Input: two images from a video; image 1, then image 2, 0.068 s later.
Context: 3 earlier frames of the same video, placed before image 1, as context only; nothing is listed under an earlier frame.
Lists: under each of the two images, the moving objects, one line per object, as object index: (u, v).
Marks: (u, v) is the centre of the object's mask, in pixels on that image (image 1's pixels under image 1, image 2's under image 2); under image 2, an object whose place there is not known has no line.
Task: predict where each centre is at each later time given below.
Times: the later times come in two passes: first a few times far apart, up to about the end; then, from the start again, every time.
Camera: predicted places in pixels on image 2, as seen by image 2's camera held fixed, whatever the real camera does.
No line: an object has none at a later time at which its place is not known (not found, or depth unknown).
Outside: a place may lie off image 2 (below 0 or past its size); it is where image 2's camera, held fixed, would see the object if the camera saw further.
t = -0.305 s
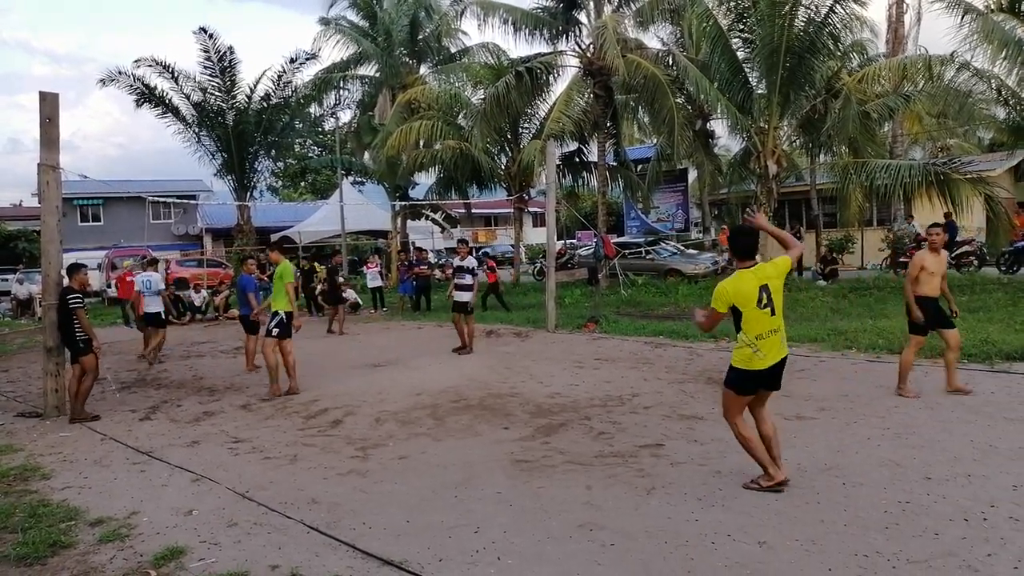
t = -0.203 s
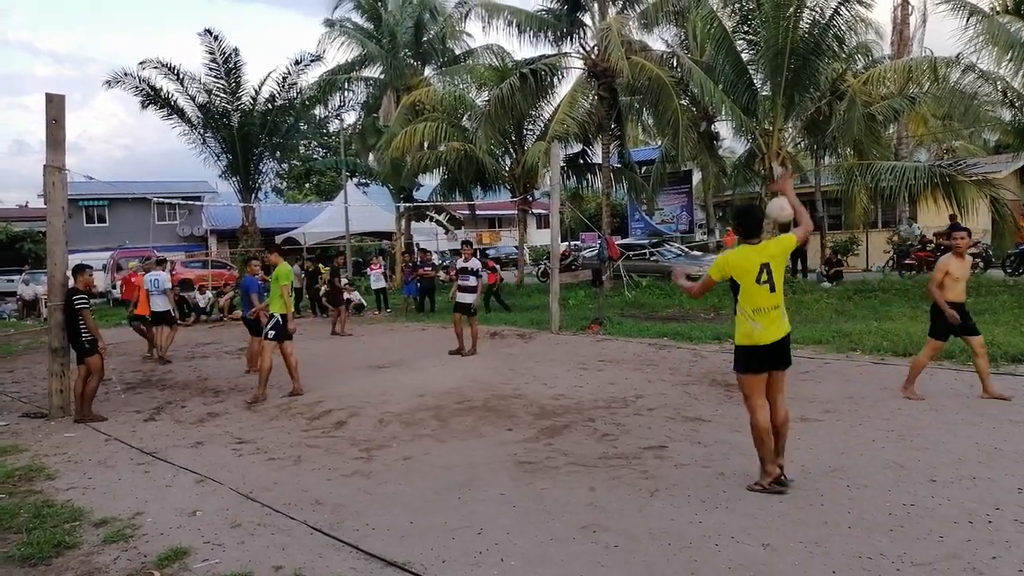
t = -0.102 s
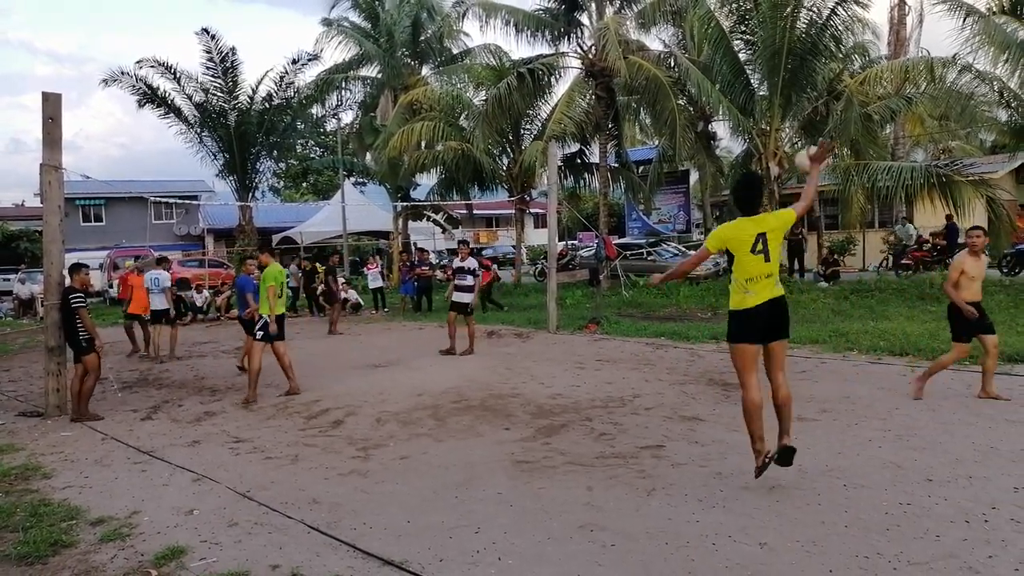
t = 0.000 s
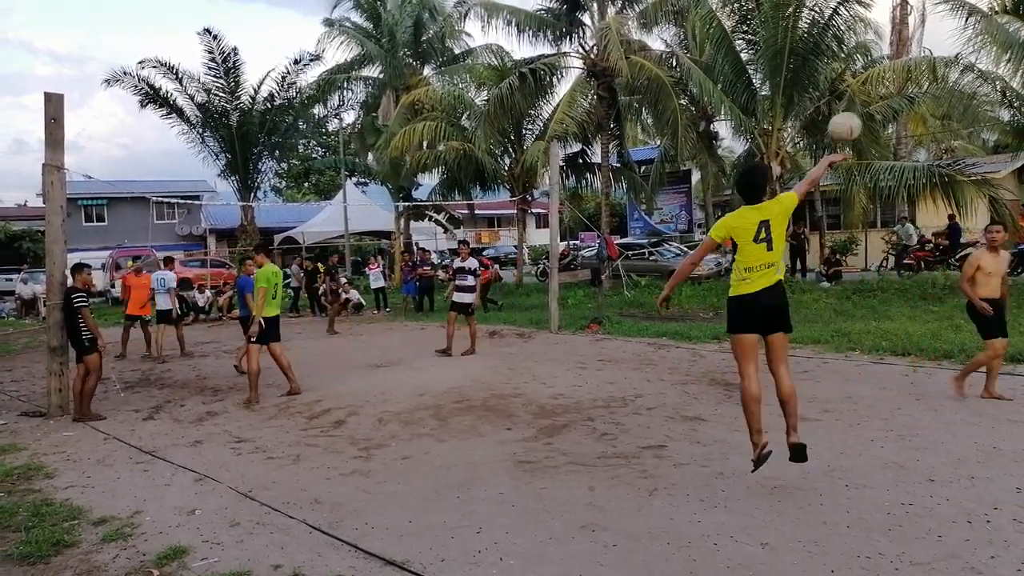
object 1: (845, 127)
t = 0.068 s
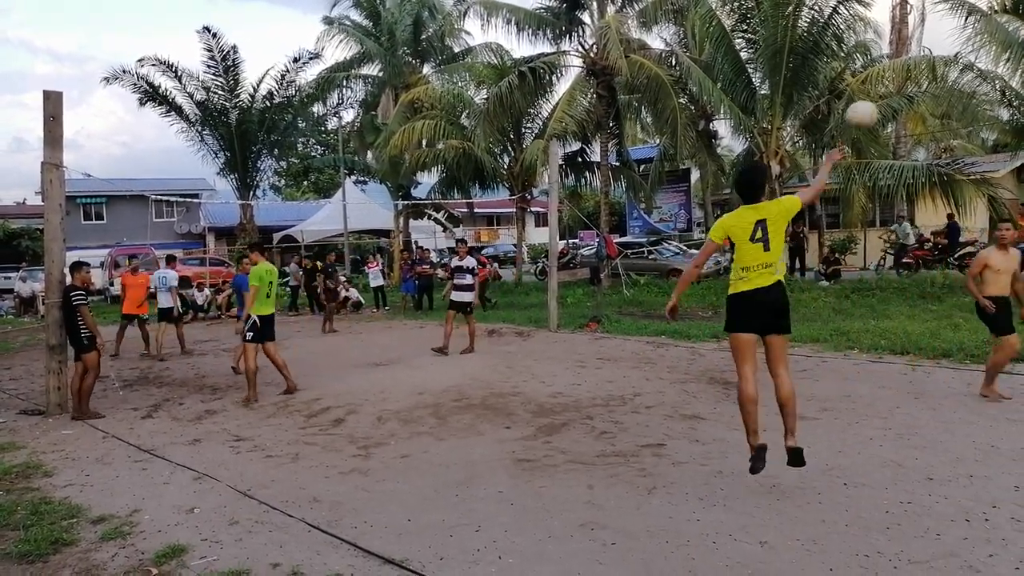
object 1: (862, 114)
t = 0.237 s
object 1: (904, 115)
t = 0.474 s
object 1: (958, 178)
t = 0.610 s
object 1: (987, 240)
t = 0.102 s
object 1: (871, 112)
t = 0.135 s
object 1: (879, 111)
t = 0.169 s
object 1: (888, 112)
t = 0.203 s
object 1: (895, 113)
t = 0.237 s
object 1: (904, 115)
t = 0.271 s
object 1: (912, 121)
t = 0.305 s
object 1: (920, 127)
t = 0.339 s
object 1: (928, 135)
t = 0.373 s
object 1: (936, 144)
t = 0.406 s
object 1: (944, 152)
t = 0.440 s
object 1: (950, 164)
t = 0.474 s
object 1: (958, 178)
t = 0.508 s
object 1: (964, 191)
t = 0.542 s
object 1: (970, 205)
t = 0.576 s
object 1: (979, 223)
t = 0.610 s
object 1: (987, 240)
